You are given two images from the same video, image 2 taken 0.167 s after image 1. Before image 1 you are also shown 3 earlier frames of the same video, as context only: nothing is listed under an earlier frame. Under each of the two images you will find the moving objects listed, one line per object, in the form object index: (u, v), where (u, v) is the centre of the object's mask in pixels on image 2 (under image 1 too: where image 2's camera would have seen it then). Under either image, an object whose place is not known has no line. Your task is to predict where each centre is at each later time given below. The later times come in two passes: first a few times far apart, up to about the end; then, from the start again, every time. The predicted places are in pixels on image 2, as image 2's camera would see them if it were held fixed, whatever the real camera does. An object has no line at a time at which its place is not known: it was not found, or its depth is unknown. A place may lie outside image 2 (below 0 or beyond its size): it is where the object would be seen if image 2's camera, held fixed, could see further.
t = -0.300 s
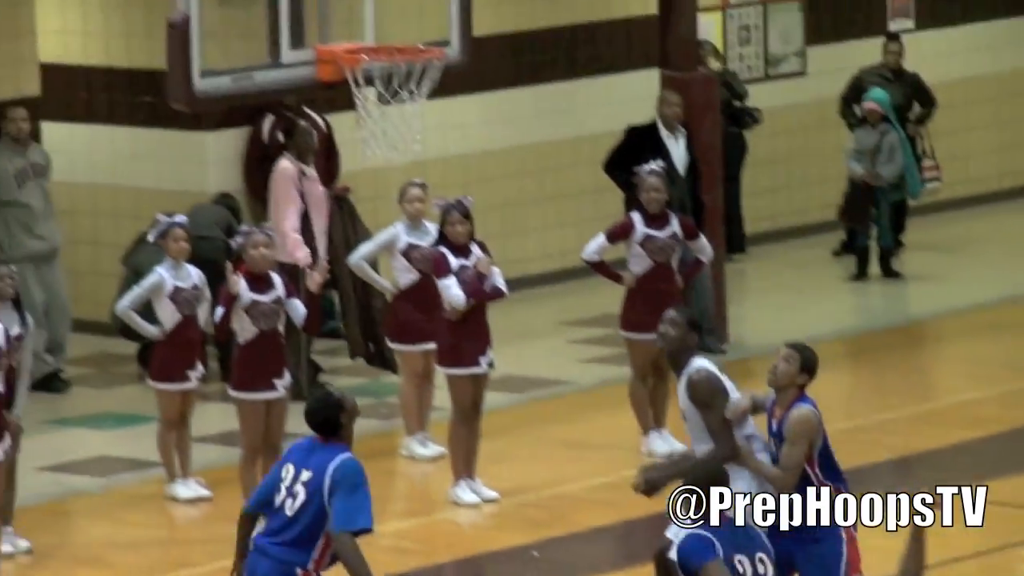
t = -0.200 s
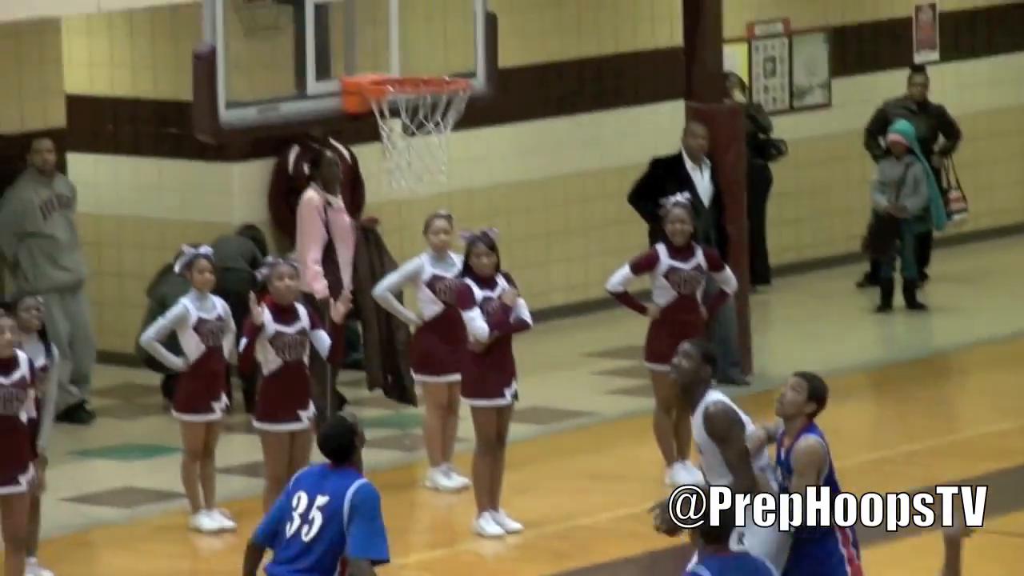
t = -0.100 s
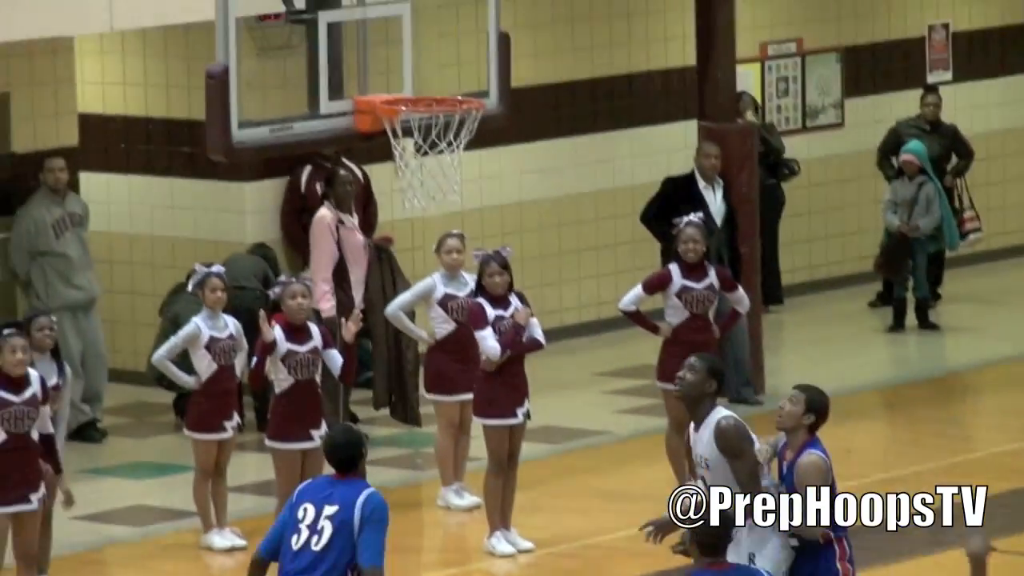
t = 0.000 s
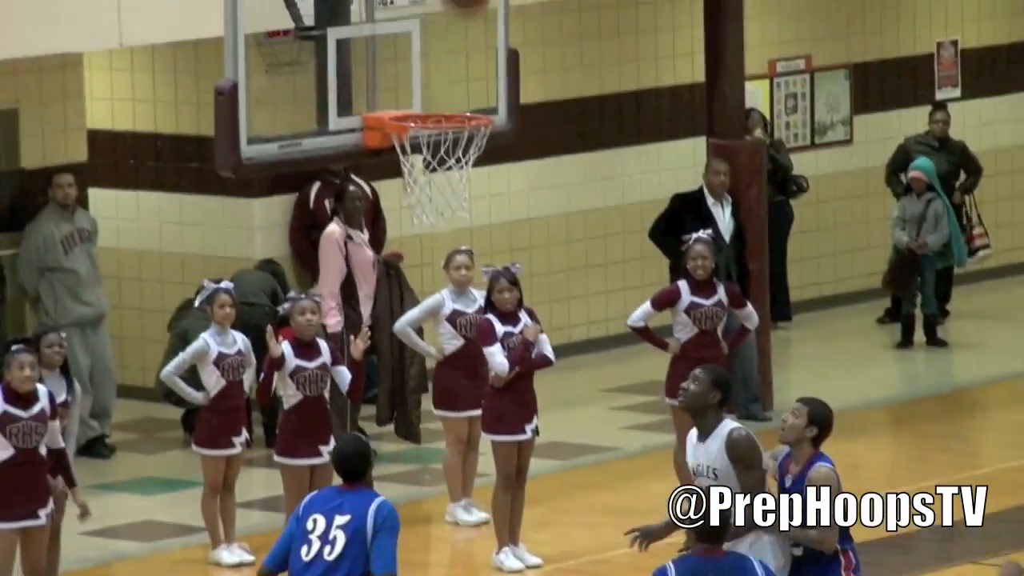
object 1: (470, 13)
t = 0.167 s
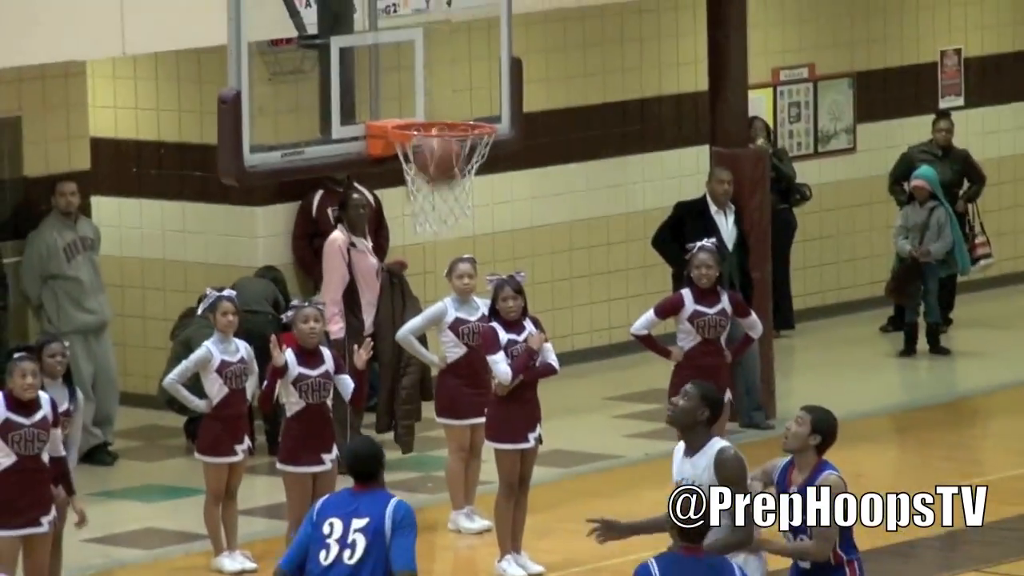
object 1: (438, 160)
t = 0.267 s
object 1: (446, 185)
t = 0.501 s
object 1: (457, 193)
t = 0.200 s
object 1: (444, 181)
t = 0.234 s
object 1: (446, 177)
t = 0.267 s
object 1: (446, 185)
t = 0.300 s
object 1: (450, 177)
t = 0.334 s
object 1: (451, 172)
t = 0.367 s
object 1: (453, 169)
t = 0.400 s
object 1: (454, 170)
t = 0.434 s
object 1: (455, 175)
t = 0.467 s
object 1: (456, 184)
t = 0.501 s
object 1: (457, 193)
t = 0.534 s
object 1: (458, 206)
